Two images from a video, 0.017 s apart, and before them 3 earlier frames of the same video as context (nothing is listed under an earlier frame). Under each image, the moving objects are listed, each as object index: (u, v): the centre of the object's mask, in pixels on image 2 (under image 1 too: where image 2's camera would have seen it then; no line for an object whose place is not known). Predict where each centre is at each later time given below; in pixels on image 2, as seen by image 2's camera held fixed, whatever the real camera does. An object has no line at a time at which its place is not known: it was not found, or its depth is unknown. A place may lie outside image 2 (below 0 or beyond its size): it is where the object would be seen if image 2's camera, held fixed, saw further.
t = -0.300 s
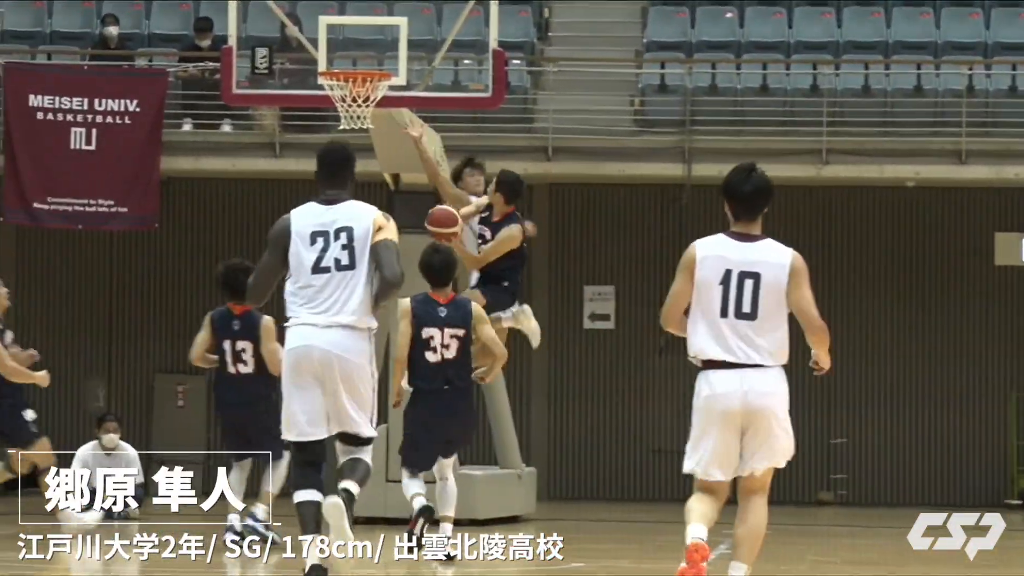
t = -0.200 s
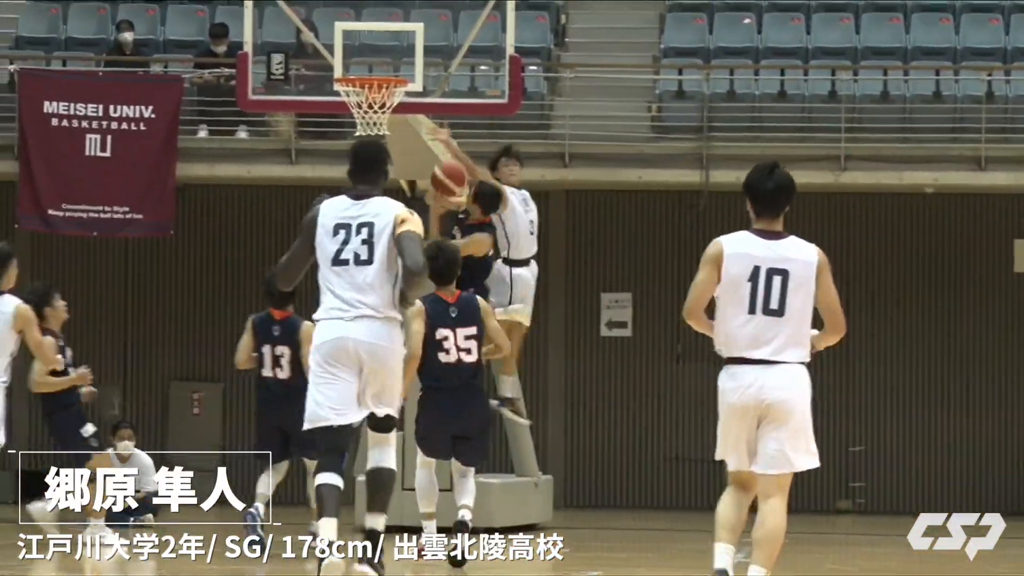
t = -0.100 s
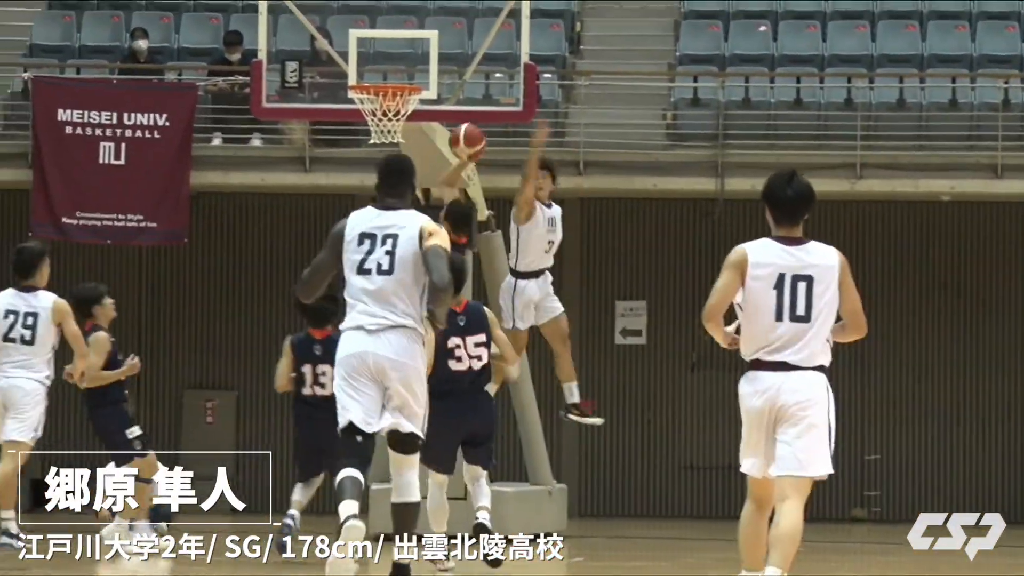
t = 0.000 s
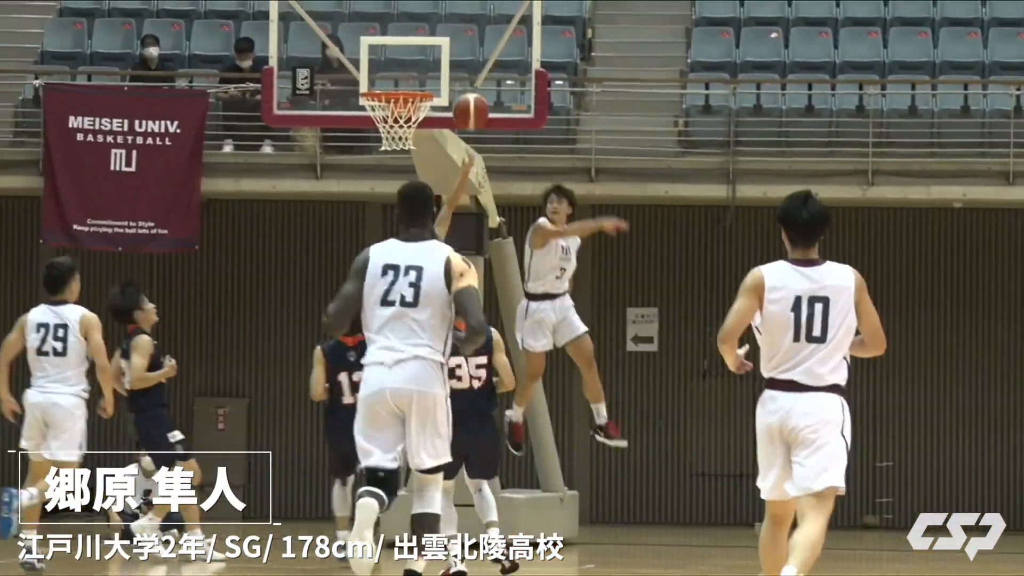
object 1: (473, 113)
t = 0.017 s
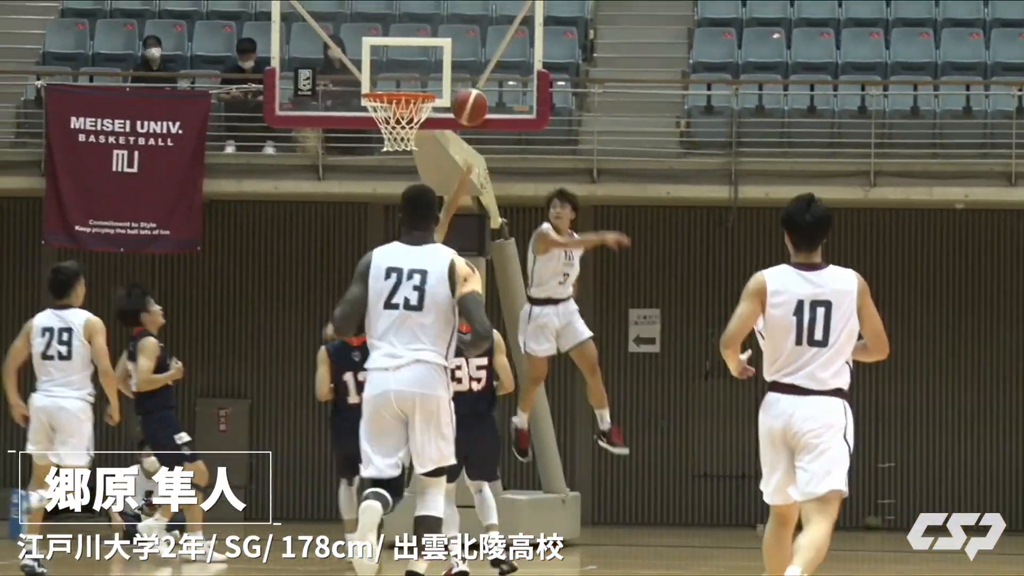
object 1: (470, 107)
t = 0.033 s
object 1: (467, 101)
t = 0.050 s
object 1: (463, 94)
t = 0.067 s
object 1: (460, 90)
